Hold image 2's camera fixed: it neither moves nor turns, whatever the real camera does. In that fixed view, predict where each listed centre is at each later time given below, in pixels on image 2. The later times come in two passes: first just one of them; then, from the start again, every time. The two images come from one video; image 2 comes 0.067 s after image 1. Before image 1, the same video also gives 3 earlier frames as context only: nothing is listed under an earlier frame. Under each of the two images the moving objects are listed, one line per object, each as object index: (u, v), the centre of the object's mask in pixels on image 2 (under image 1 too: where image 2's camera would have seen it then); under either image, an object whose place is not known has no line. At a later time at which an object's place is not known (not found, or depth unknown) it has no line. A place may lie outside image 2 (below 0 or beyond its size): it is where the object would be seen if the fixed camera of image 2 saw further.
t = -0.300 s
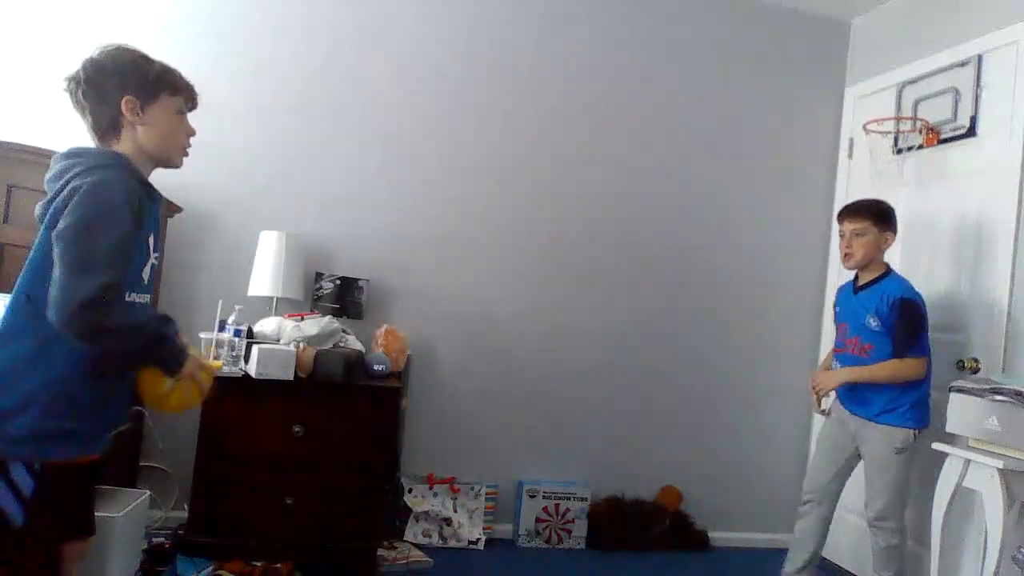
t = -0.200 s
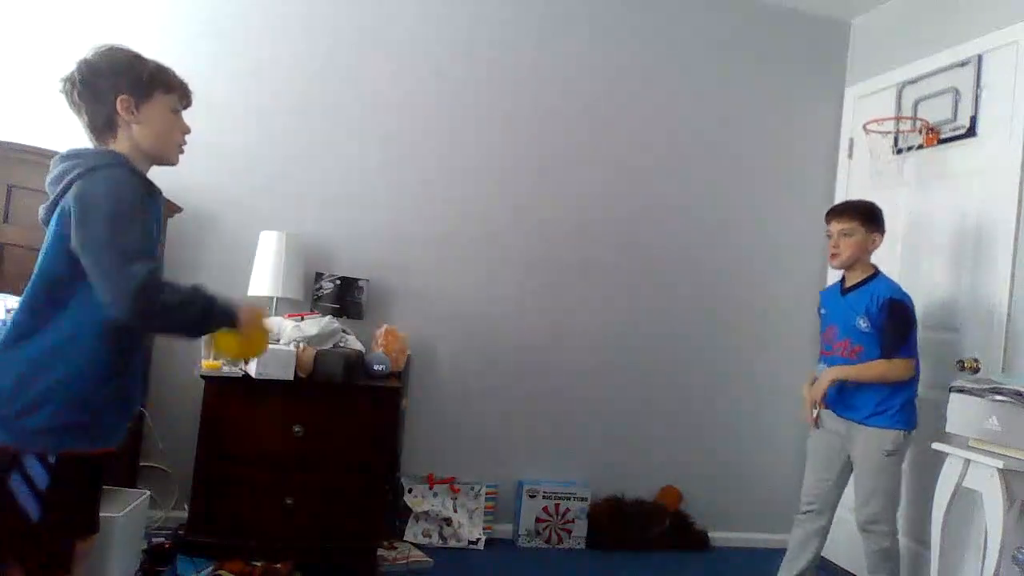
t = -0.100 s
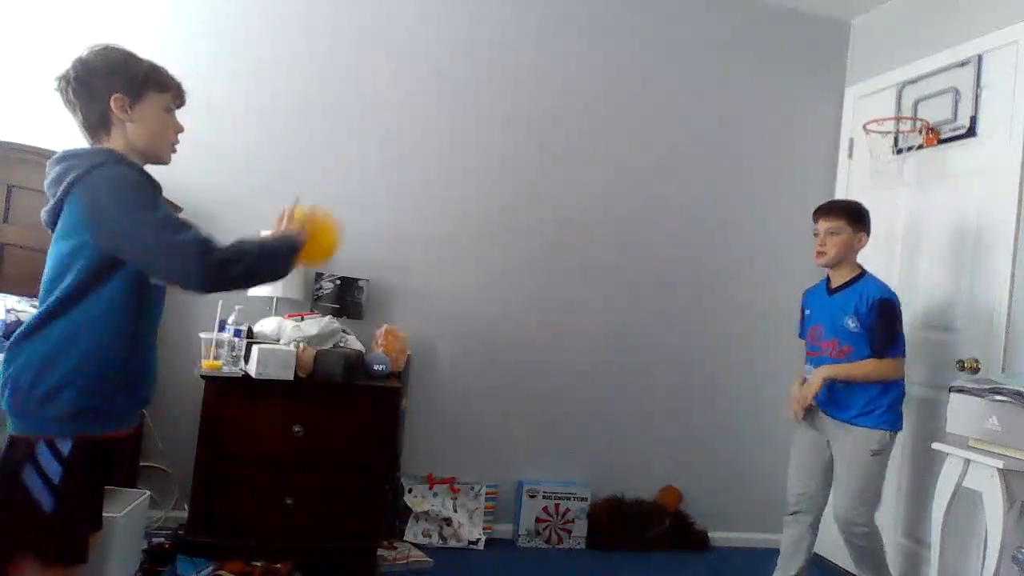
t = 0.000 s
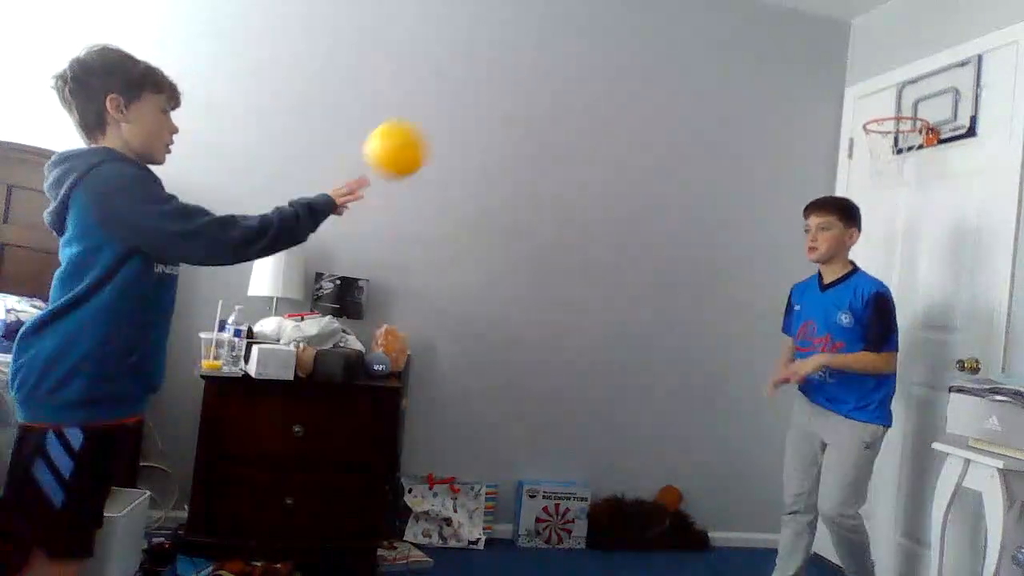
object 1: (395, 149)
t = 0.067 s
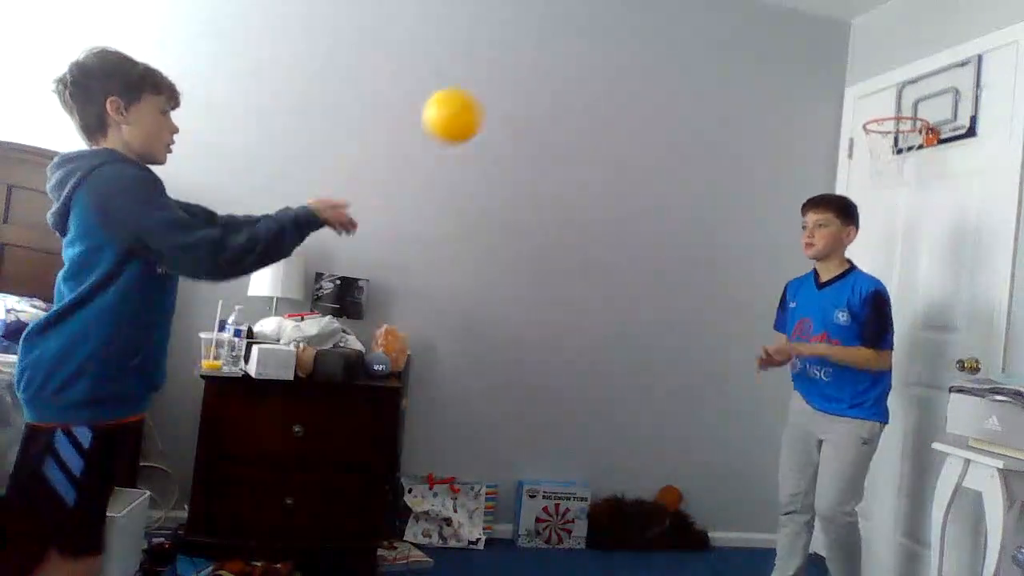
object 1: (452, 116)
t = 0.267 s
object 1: (587, 115)
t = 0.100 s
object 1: (477, 105)
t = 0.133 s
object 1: (502, 99)
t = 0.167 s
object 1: (525, 97)
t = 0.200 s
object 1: (547, 100)
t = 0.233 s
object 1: (567, 106)
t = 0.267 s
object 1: (587, 115)
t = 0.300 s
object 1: (607, 129)
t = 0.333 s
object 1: (624, 145)
